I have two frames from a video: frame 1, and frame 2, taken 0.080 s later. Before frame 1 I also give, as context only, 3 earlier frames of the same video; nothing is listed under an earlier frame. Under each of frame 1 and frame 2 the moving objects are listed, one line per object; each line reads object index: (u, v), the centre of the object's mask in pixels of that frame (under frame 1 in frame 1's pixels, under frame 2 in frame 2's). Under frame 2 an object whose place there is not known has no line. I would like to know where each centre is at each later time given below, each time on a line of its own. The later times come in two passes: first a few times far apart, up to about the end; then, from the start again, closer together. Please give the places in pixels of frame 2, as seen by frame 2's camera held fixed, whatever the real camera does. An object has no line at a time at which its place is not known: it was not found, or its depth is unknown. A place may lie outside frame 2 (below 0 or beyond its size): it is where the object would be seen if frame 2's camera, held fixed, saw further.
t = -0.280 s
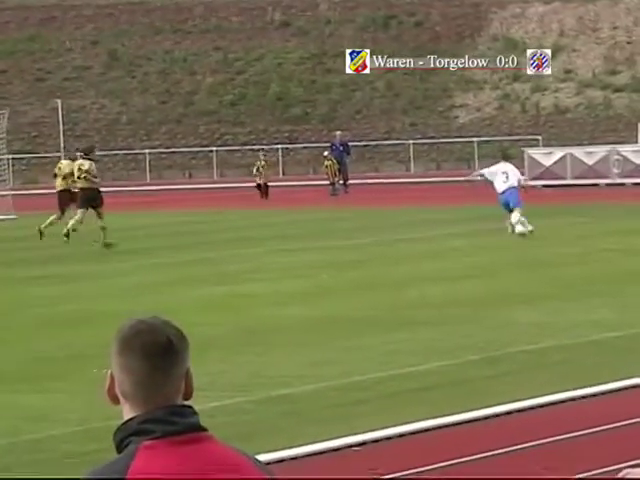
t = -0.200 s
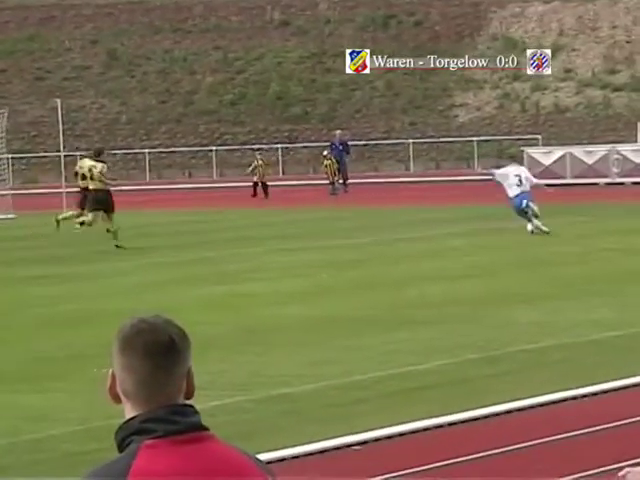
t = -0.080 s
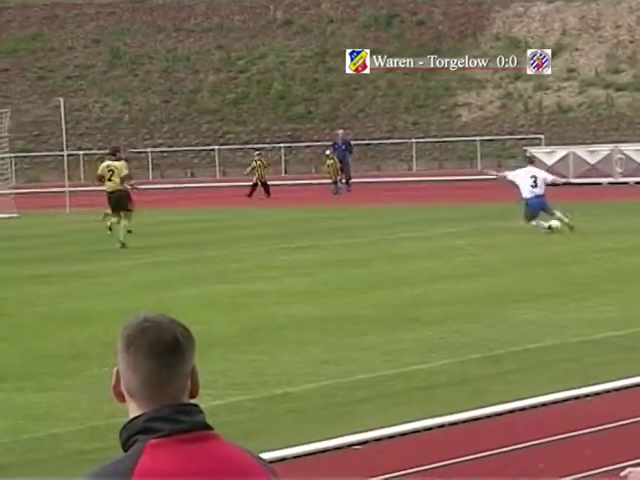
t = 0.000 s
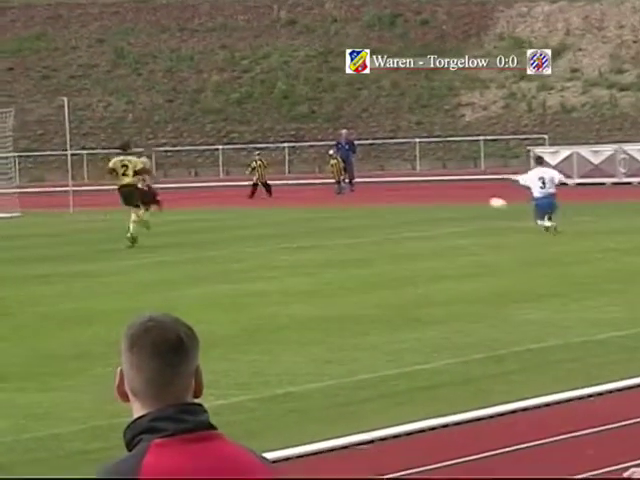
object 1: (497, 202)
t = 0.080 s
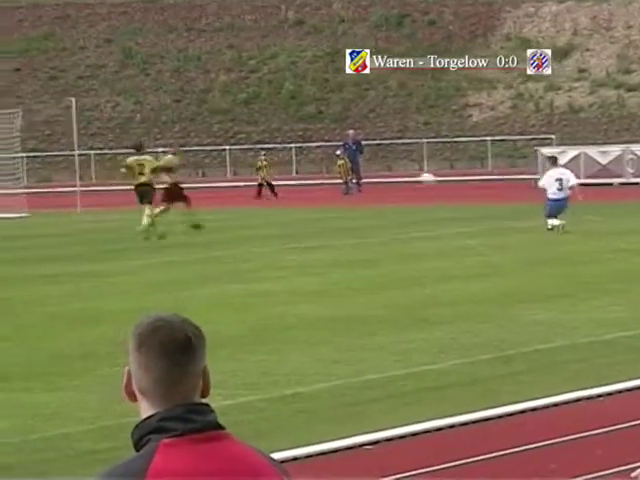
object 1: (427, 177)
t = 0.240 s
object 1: (284, 139)
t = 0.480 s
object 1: (94, 100)
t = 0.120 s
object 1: (390, 166)
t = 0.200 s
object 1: (318, 147)
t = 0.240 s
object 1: (284, 139)
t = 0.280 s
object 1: (251, 130)
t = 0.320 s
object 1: (218, 123)
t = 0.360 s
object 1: (186, 116)
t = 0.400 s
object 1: (155, 110)
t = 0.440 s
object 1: (124, 105)
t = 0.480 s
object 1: (94, 100)
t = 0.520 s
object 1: (65, 96)
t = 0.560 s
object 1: (36, 92)
